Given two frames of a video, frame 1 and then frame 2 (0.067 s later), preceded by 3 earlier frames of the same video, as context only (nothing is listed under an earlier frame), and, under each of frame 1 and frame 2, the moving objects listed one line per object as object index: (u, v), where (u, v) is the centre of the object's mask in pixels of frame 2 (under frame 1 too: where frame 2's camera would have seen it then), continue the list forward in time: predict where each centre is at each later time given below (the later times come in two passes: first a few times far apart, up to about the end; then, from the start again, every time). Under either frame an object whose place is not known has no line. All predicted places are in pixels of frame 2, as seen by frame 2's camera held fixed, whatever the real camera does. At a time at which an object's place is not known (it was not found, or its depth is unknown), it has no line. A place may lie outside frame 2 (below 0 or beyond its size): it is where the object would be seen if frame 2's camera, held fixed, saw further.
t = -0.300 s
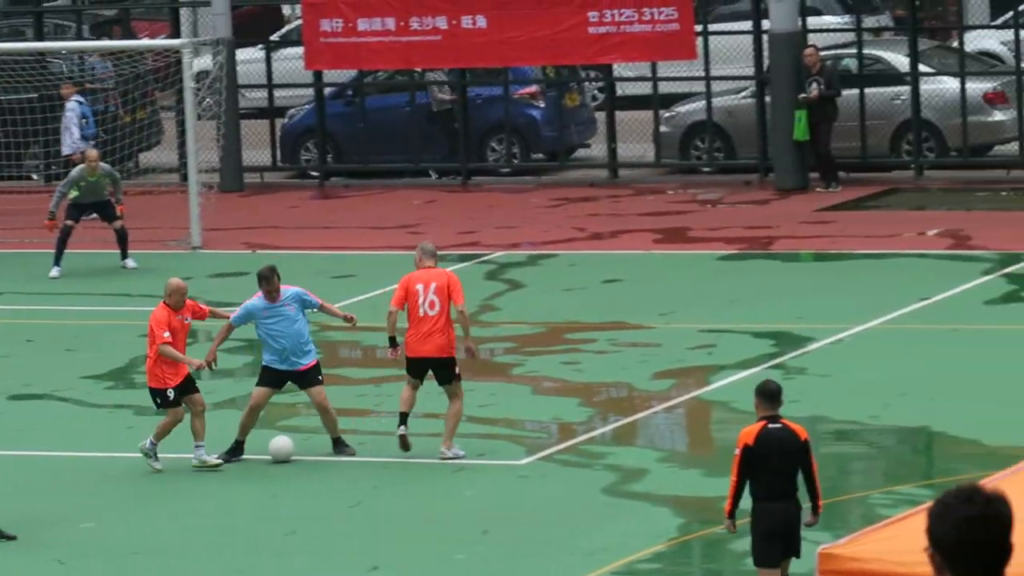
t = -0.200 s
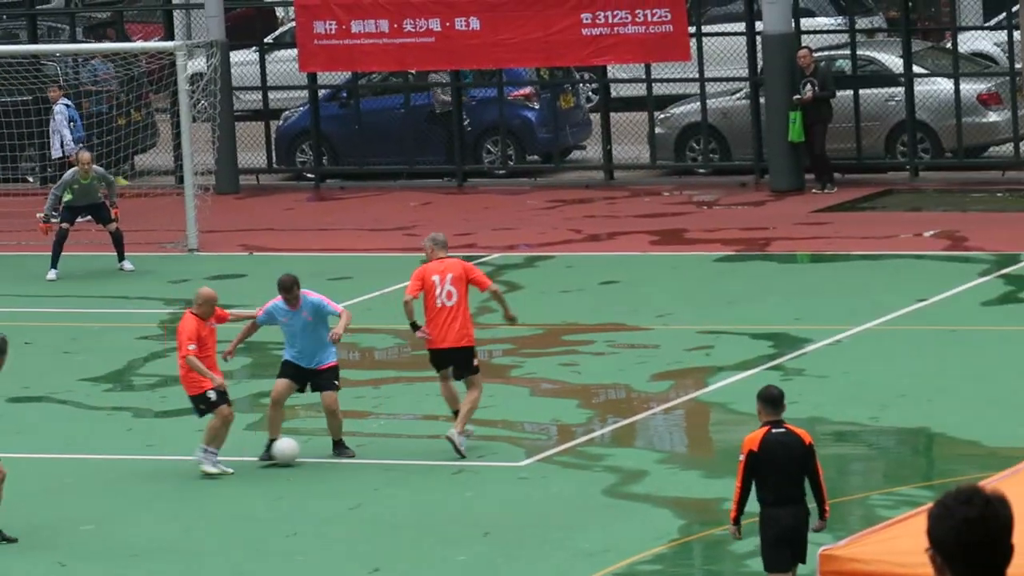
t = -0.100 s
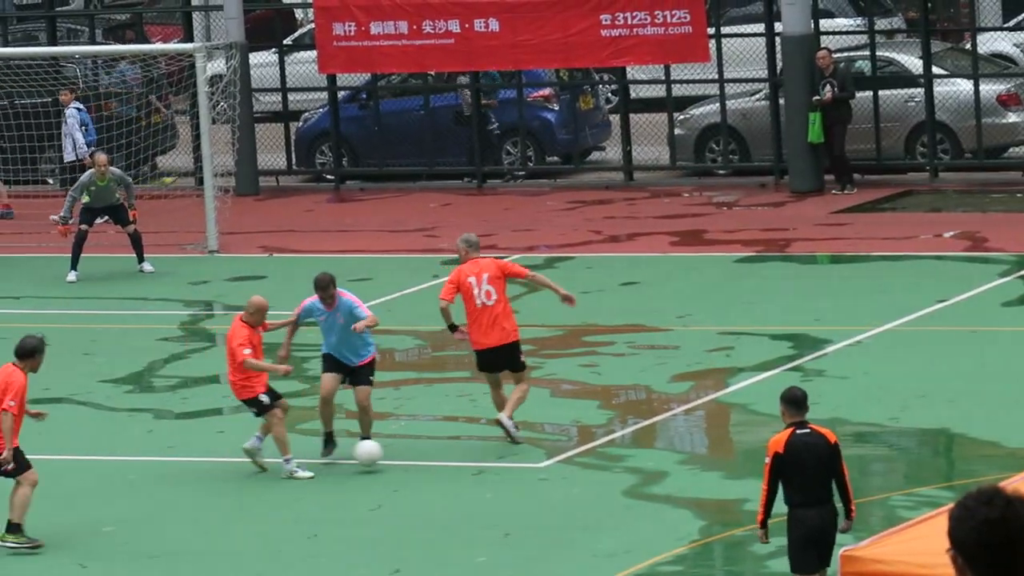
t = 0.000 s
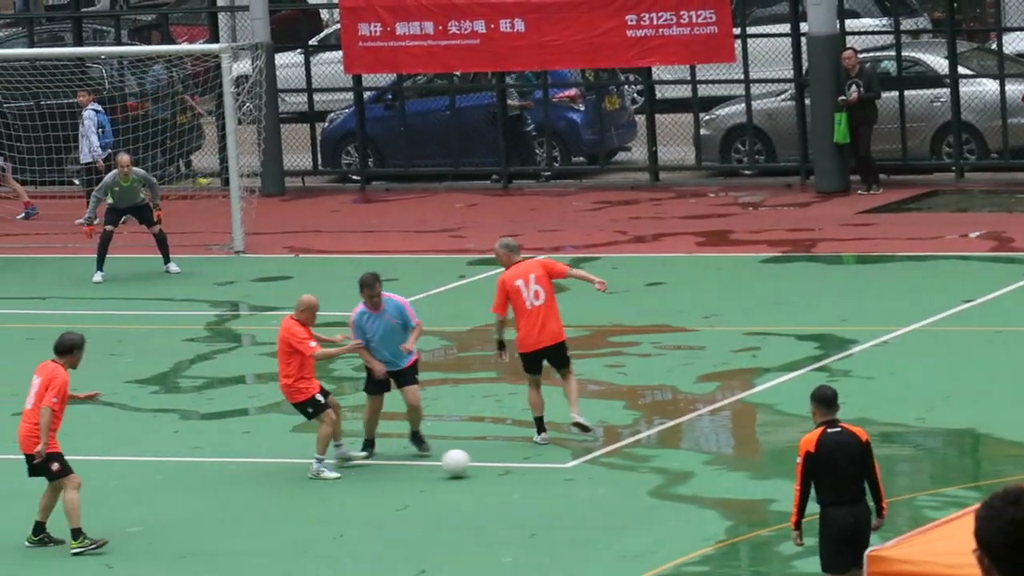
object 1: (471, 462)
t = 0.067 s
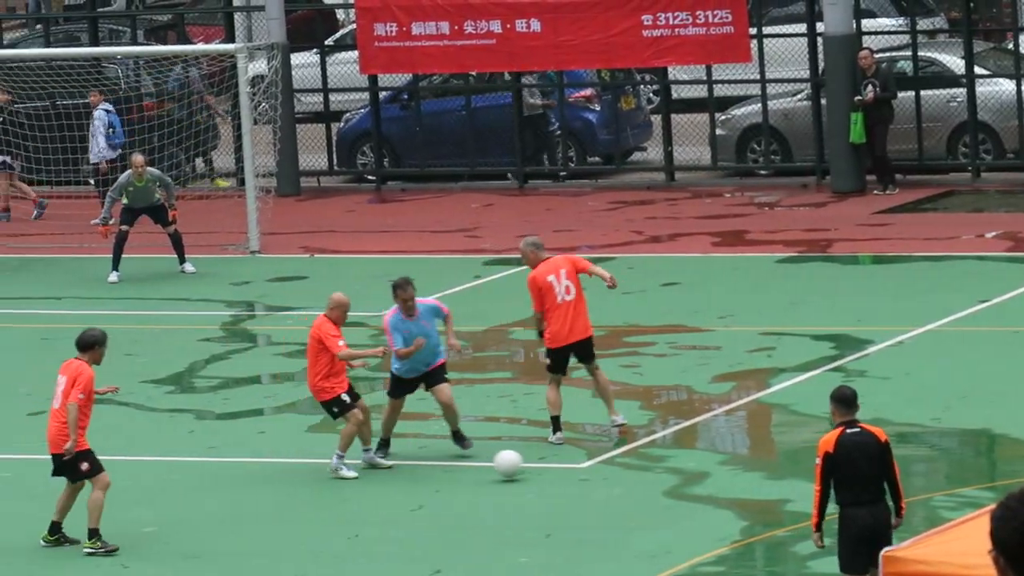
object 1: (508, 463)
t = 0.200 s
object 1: (581, 473)
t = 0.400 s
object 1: (674, 482)
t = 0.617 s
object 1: (765, 488)
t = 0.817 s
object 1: (850, 495)
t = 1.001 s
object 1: (928, 499)
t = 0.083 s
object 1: (517, 464)
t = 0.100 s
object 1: (526, 465)
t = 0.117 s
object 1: (536, 468)
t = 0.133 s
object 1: (546, 469)
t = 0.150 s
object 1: (555, 472)
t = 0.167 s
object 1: (564, 472)
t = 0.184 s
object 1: (572, 473)
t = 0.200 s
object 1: (581, 473)
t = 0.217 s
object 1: (590, 474)
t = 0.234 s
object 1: (598, 476)
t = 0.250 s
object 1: (607, 477)
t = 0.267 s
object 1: (615, 478)
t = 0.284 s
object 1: (622, 478)
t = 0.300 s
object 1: (630, 478)
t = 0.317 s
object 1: (638, 479)
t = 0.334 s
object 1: (645, 480)
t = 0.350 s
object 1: (653, 481)
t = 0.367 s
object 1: (660, 481)
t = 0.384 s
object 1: (667, 481)
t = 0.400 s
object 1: (674, 482)
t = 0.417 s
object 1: (681, 483)
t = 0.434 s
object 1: (688, 484)
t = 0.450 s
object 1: (695, 483)
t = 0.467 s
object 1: (702, 484)
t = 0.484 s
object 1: (709, 485)
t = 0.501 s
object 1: (716, 486)
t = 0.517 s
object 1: (723, 486)
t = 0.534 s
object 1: (731, 485)
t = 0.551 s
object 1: (737, 486)
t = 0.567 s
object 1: (744, 487)
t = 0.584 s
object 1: (751, 488)
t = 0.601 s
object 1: (758, 488)
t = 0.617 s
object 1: (765, 488)
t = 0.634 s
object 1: (773, 489)
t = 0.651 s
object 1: (779, 489)
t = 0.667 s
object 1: (786, 490)
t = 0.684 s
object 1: (793, 491)
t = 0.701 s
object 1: (800, 491)
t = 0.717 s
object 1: (807, 491)
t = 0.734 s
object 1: (814, 492)
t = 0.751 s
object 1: (822, 493)
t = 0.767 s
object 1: (829, 493)
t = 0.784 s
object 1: (836, 494)
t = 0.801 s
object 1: (843, 494)
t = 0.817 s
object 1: (850, 495)
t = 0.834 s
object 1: (857, 496)
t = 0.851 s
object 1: (864, 496)
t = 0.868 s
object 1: (870, 496)
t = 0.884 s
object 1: (877, 496)
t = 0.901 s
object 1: (885, 497)
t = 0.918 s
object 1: (892, 498)
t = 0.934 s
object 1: (899, 498)
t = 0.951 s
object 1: (906, 497)
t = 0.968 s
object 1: (913, 498)
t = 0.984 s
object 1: (921, 498)
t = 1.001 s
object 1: (928, 499)
